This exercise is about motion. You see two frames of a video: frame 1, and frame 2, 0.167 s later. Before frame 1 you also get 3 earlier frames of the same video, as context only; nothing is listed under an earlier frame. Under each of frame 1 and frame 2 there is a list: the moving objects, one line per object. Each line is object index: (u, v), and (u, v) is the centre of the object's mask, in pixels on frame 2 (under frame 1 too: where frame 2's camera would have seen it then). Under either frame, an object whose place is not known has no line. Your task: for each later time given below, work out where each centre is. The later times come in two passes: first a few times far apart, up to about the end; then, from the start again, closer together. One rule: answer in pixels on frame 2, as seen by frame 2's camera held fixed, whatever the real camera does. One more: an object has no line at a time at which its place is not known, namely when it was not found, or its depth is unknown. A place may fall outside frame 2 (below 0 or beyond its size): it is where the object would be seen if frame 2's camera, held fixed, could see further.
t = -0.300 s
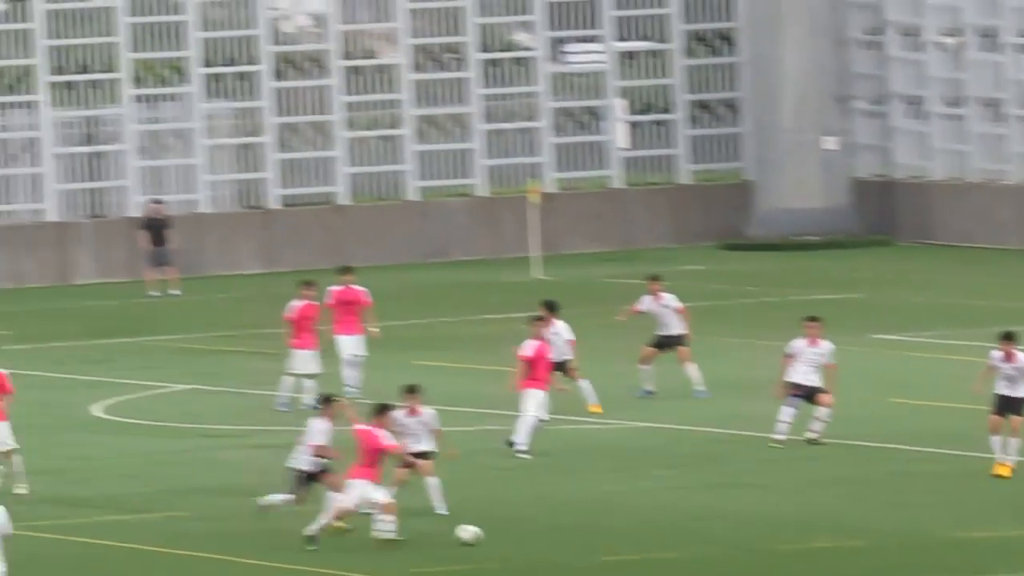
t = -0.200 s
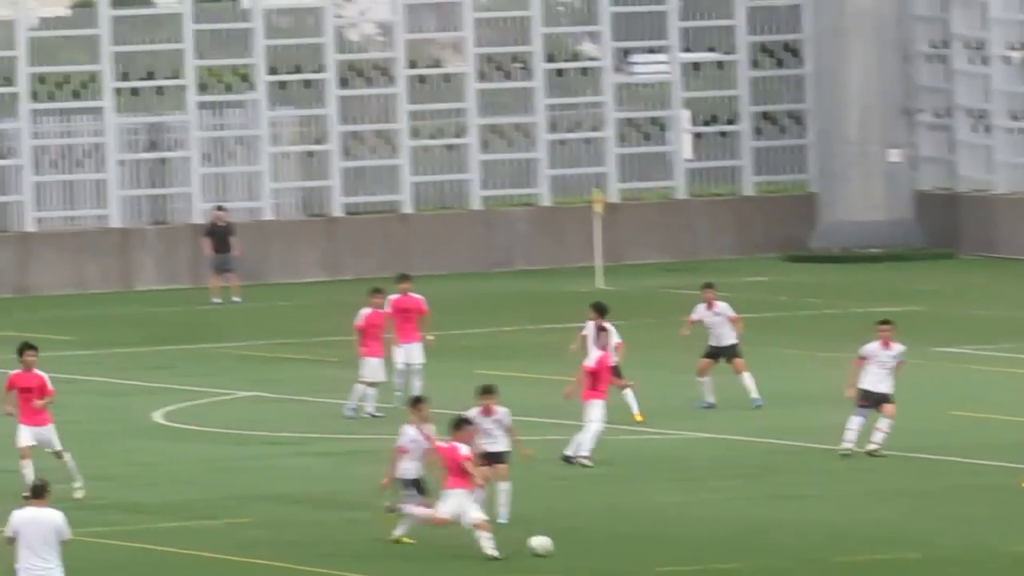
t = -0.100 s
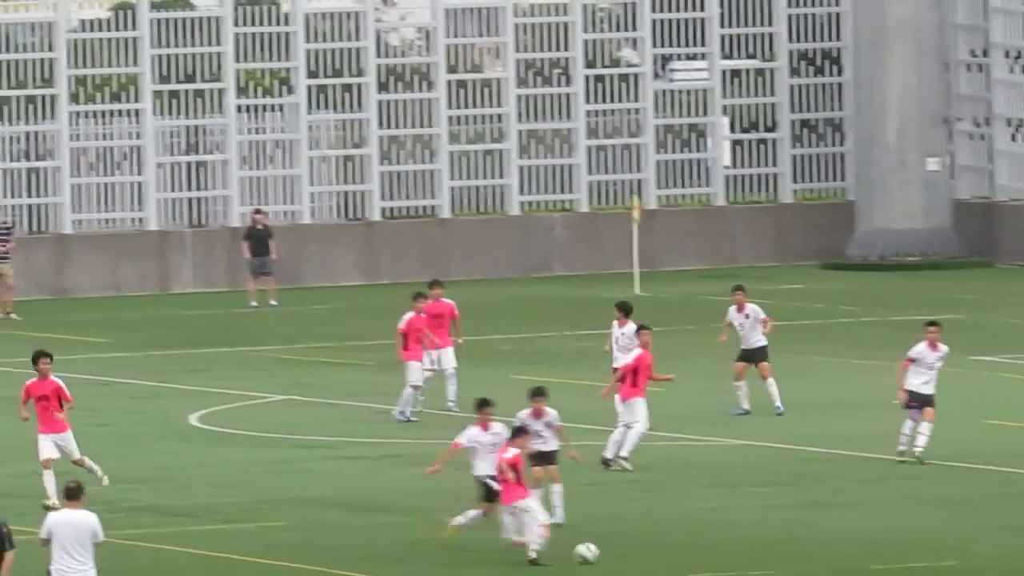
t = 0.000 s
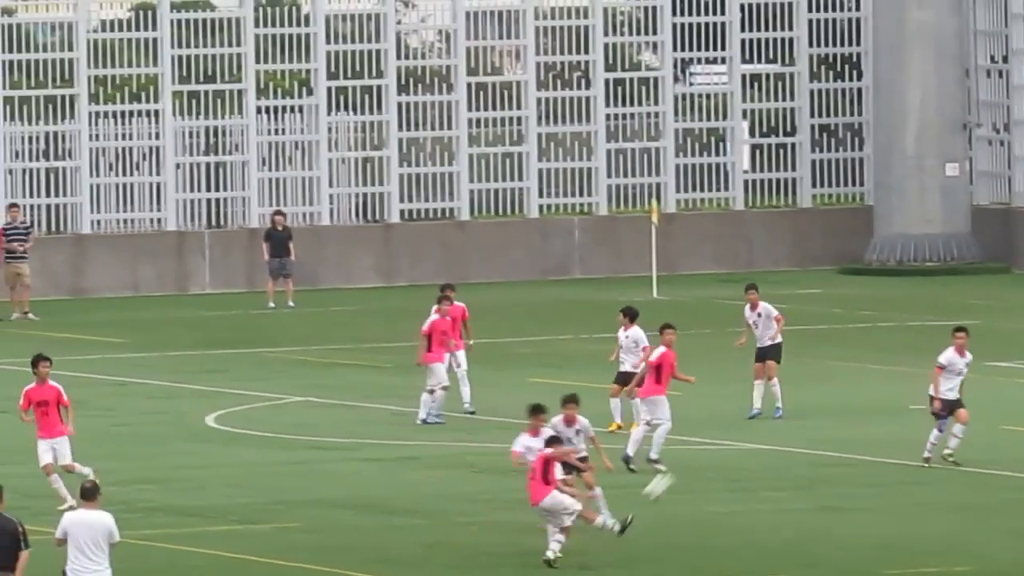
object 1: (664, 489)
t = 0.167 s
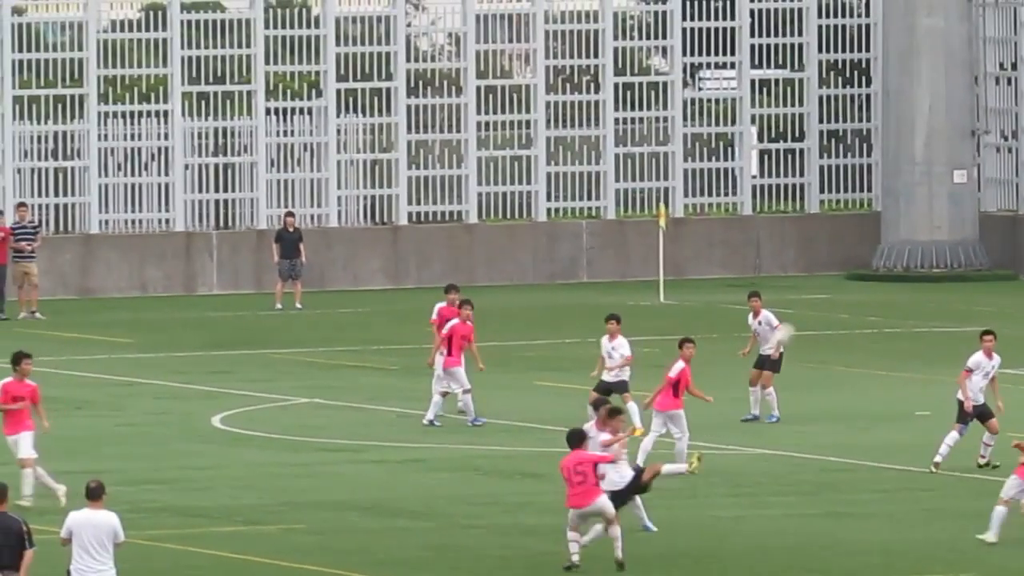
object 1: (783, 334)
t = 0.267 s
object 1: (844, 259)
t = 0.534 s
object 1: (978, 107)
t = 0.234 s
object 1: (824, 283)
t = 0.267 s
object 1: (844, 259)
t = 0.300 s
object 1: (863, 235)
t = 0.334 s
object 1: (881, 213)
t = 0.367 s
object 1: (898, 192)
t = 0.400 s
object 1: (915, 173)
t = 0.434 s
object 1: (932, 155)
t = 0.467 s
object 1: (948, 138)
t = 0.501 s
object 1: (964, 122)
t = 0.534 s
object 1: (978, 107)
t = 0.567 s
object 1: (992, 93)
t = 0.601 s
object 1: (1007, 80)
